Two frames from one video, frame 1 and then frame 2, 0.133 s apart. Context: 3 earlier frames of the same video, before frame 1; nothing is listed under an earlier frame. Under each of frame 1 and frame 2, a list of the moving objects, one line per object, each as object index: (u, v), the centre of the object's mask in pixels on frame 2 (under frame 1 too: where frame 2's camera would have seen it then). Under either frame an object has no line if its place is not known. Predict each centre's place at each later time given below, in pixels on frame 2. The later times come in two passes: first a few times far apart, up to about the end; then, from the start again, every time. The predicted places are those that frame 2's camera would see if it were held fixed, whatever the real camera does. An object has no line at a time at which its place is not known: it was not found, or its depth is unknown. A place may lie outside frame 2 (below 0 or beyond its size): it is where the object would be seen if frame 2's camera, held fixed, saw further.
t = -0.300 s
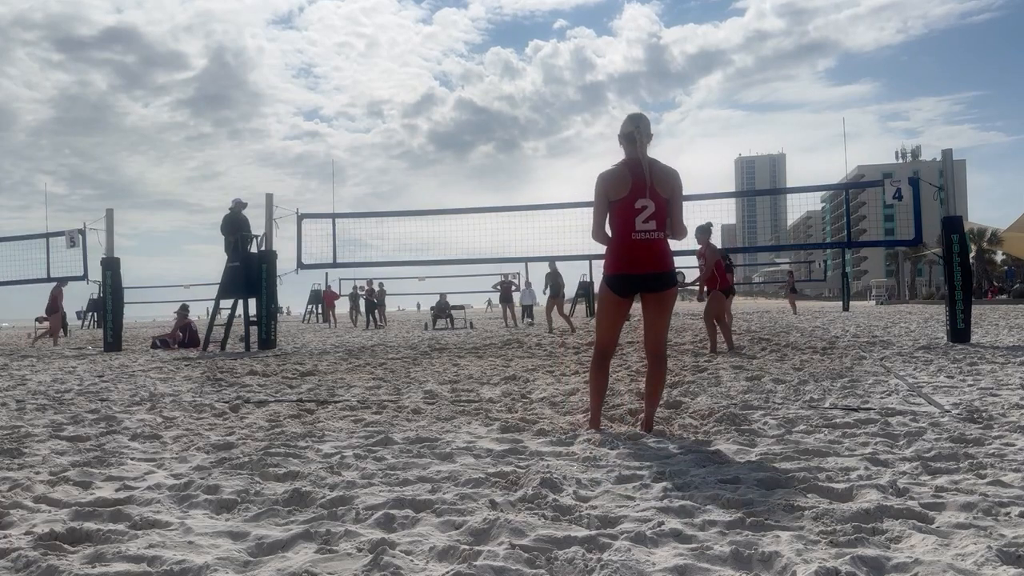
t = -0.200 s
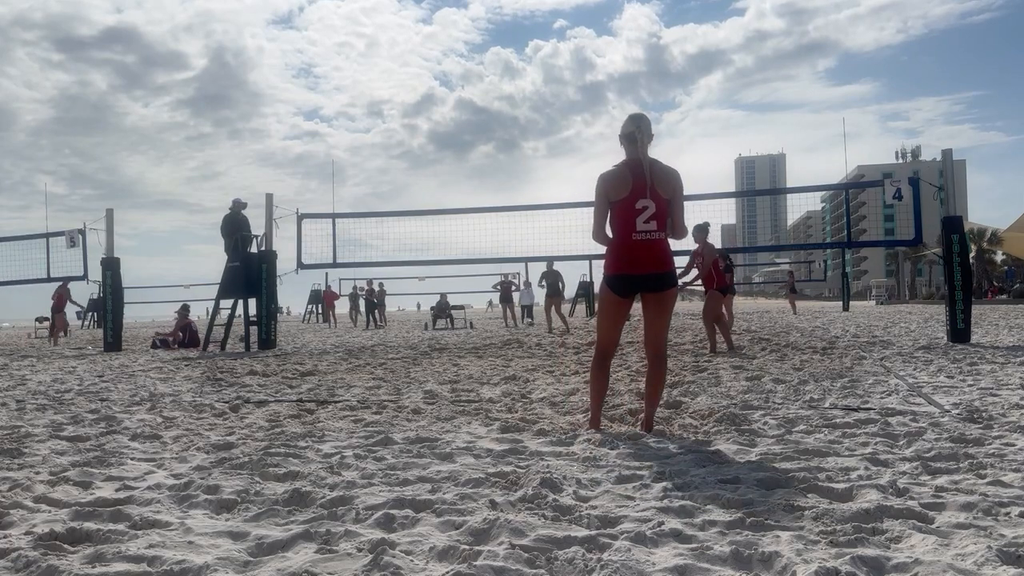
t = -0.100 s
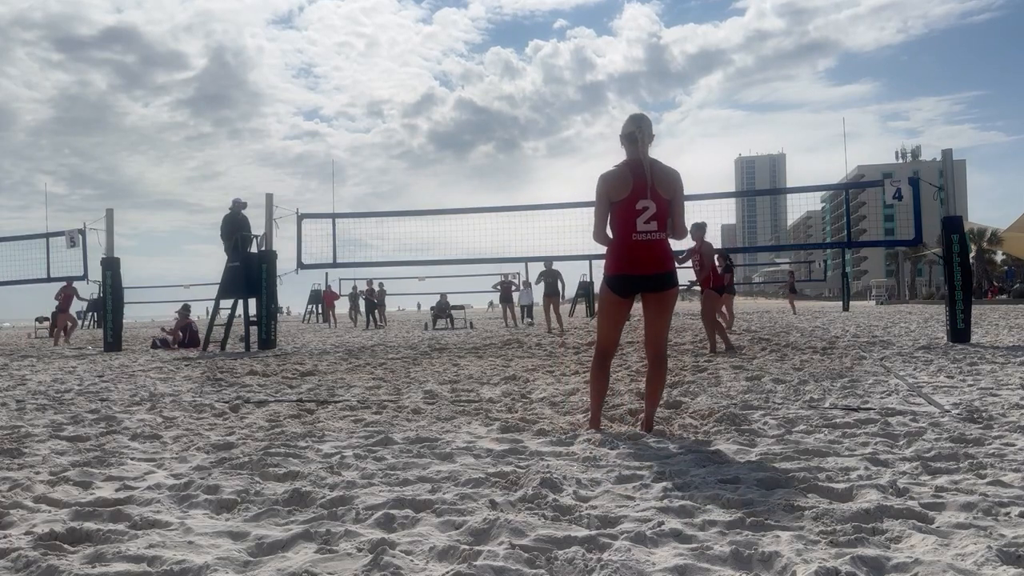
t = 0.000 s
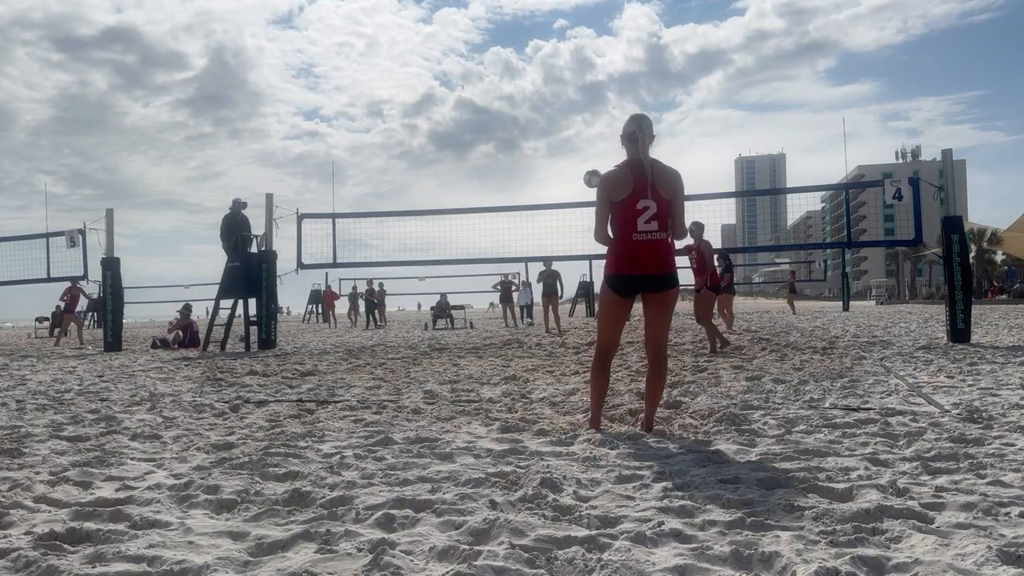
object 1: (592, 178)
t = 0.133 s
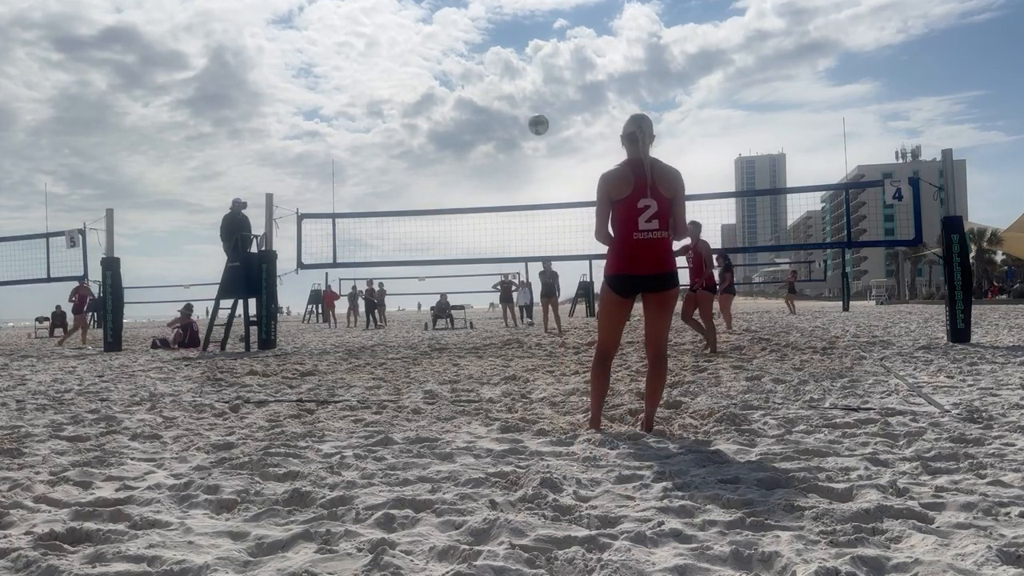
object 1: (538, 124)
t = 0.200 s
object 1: (509, 100)
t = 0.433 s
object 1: (392, 39)
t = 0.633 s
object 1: (264, 30)
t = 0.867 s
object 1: (60, 100)
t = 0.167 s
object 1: (524, 112)
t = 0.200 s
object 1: (509, 100)
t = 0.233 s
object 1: (494, 89)
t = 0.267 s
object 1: (479, 78)
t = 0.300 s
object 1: (462, 69)
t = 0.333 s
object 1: (446, 60)
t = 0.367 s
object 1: (429, 52)
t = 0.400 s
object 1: (411, 45)
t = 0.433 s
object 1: (392, 39)
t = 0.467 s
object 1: (373, 34)
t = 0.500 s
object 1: (353, 31)
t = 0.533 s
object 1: (333, 28)
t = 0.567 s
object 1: (310, 28)
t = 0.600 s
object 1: (288, 28)
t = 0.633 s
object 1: (264, 30)
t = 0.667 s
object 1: (239, 34)
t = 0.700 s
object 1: (213, 39)
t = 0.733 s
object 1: (185, 47)
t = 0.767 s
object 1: (157, 57)
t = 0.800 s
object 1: (126, 68)
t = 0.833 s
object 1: (94, 83)
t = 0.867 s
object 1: (60, 100)
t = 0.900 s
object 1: (24, 120)
